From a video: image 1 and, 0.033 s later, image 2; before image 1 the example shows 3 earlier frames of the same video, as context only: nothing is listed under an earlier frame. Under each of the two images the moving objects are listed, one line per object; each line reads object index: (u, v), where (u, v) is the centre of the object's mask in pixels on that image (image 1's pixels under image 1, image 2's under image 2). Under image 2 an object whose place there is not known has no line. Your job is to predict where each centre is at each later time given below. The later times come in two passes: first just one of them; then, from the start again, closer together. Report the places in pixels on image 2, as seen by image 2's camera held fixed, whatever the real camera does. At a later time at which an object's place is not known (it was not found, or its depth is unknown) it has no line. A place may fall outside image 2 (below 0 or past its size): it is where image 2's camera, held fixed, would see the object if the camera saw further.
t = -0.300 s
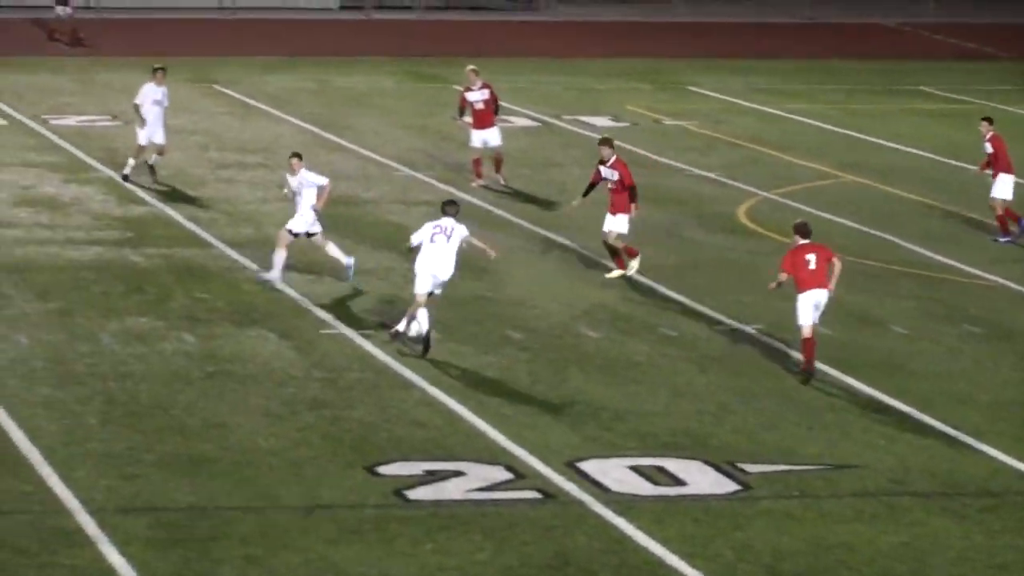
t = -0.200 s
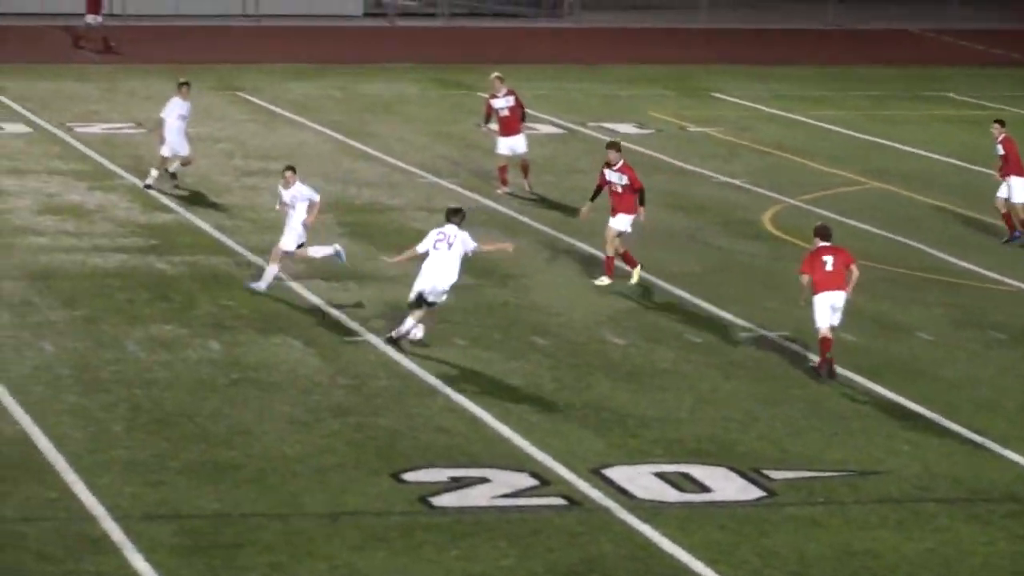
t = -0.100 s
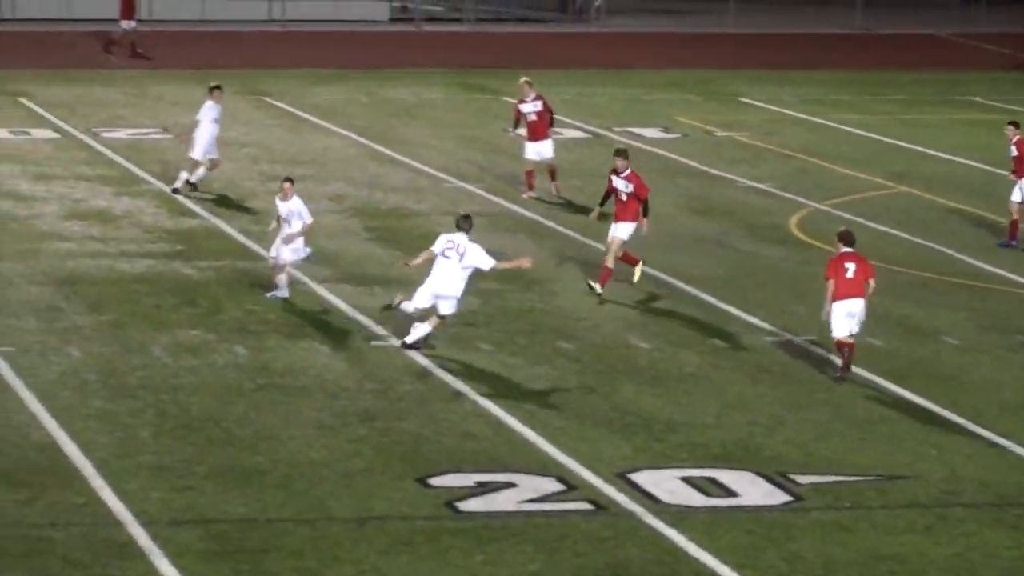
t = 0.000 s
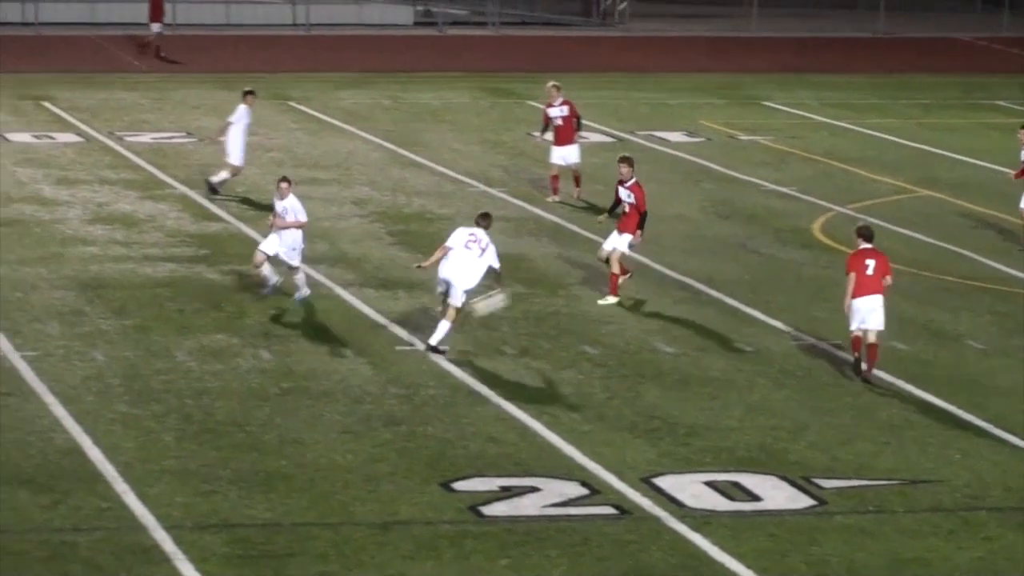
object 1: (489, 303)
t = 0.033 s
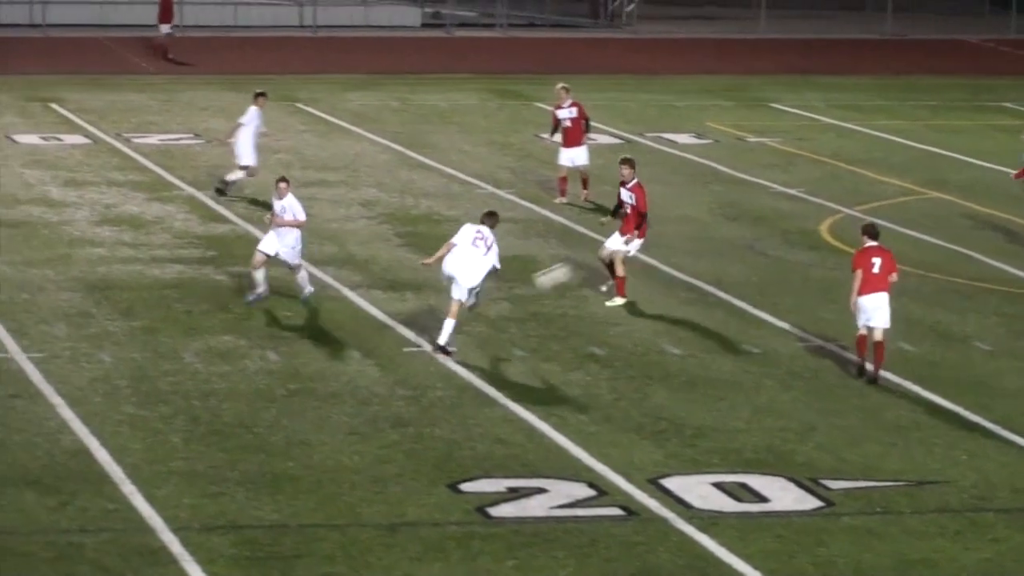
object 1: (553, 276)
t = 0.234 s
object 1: (860, 141)
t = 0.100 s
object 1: (659, 227)
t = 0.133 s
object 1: (710, 204)
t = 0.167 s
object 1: (762, 181)
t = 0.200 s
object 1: (811, 161)
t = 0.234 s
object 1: (860, 141)
